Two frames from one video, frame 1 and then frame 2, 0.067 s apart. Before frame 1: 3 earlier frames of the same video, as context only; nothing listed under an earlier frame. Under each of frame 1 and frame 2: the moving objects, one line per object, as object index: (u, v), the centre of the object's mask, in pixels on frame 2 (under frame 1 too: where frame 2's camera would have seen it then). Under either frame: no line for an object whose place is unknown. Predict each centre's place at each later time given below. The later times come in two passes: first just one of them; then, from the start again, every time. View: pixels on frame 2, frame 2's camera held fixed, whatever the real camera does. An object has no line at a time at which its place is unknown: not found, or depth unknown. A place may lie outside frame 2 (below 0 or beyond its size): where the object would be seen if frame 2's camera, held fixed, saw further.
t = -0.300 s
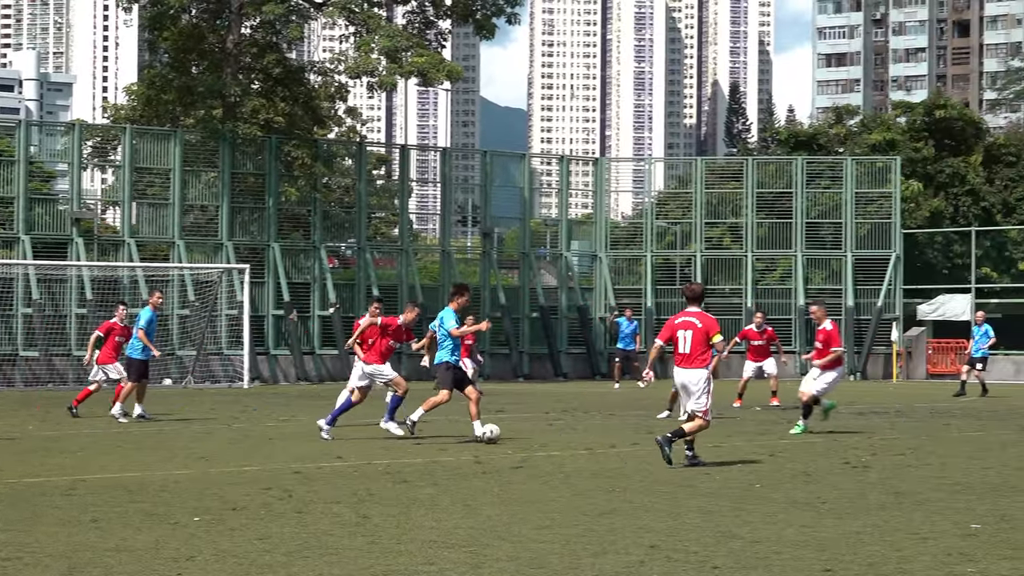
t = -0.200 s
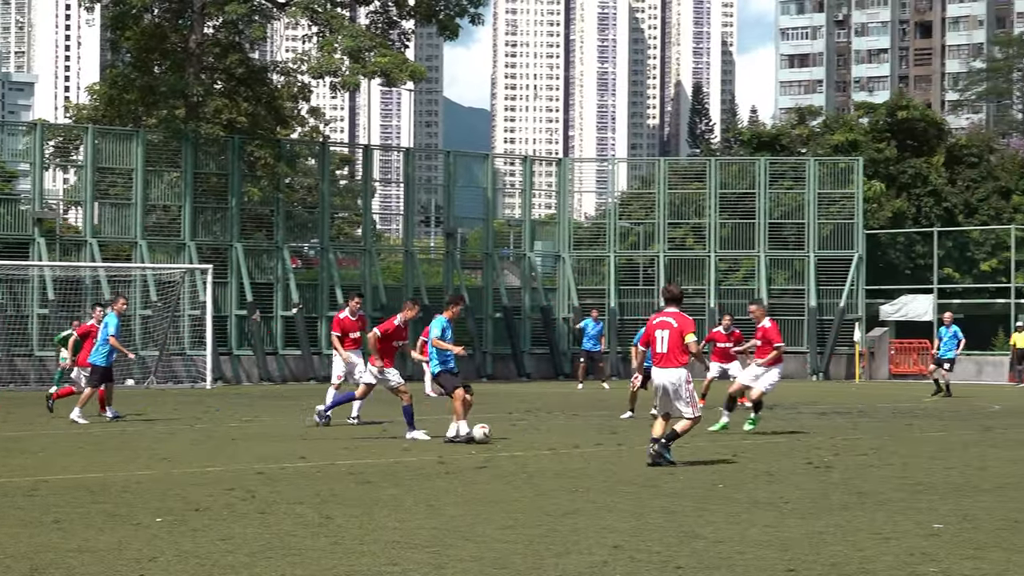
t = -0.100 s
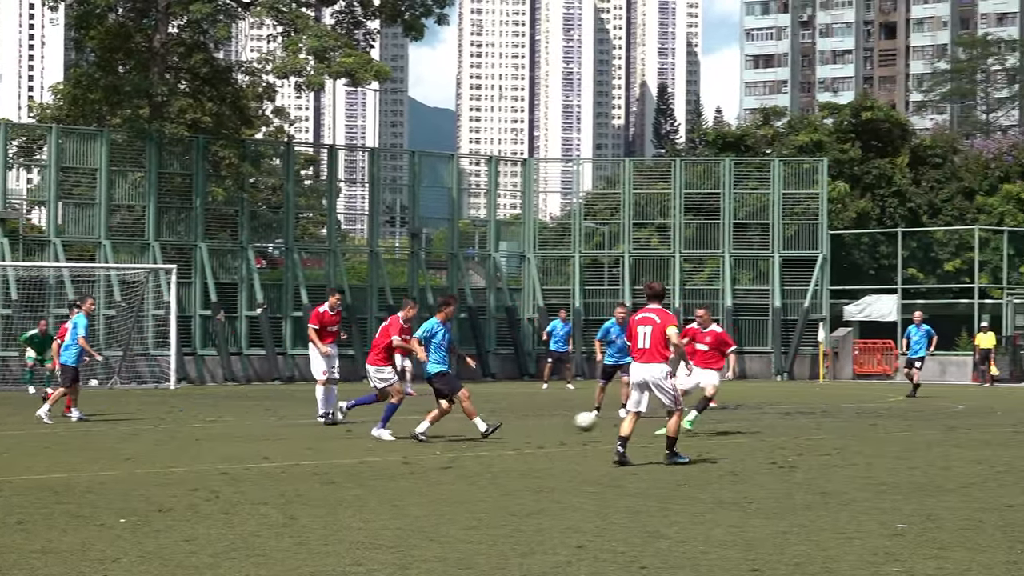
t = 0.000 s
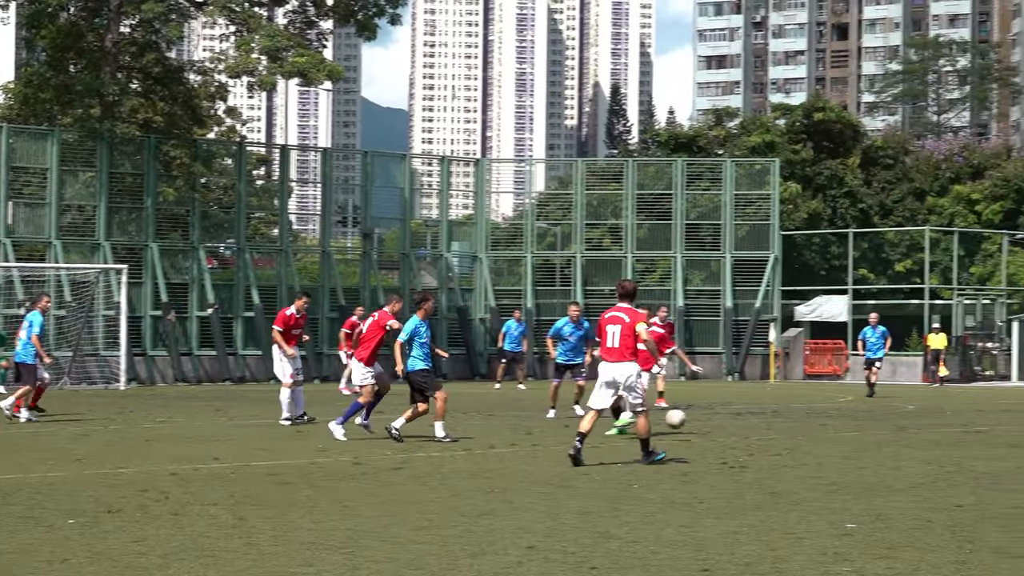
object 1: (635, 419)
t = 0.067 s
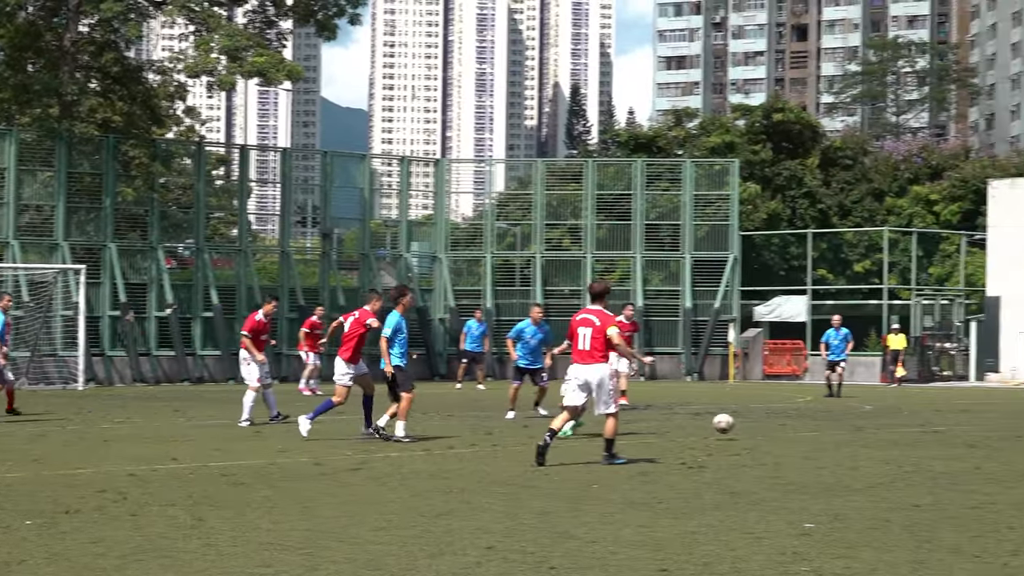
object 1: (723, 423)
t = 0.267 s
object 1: (947, 419)
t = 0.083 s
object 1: (745, 425)
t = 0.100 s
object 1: (766, 427)
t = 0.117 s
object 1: (787, 430)
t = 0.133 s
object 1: (808, 430)
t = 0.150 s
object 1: (825, 428)
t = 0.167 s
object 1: (843, 425)
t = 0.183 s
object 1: (860, 423)
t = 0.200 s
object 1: (878, 422)
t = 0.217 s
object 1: (895, 420)
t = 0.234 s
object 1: (912, 419)
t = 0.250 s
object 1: (930, 419)
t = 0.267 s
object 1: (947, 419)
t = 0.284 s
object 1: (964, 419)
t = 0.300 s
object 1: (981, 419)
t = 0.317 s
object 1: (998, 419)
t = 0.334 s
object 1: (1015, 420)
